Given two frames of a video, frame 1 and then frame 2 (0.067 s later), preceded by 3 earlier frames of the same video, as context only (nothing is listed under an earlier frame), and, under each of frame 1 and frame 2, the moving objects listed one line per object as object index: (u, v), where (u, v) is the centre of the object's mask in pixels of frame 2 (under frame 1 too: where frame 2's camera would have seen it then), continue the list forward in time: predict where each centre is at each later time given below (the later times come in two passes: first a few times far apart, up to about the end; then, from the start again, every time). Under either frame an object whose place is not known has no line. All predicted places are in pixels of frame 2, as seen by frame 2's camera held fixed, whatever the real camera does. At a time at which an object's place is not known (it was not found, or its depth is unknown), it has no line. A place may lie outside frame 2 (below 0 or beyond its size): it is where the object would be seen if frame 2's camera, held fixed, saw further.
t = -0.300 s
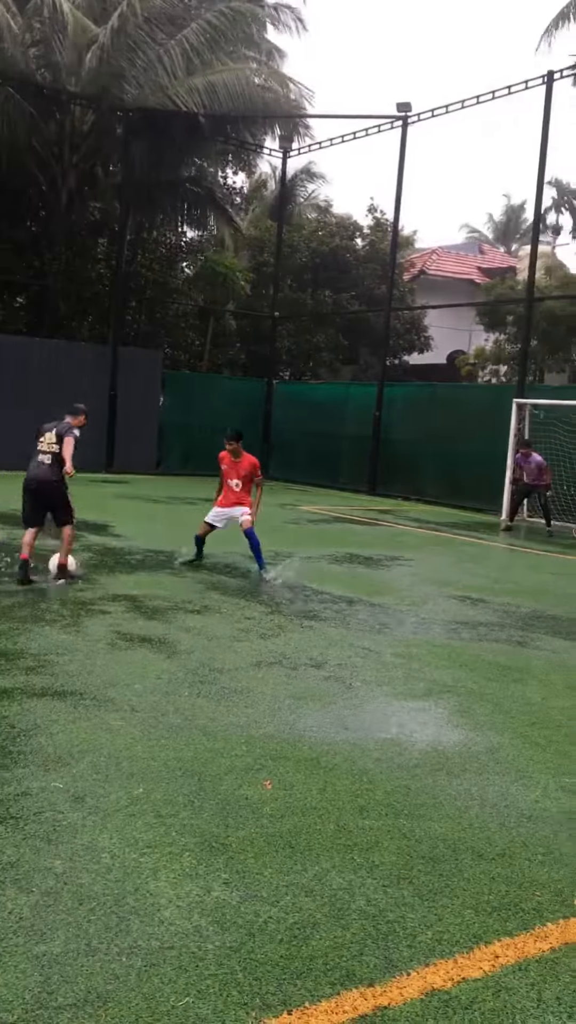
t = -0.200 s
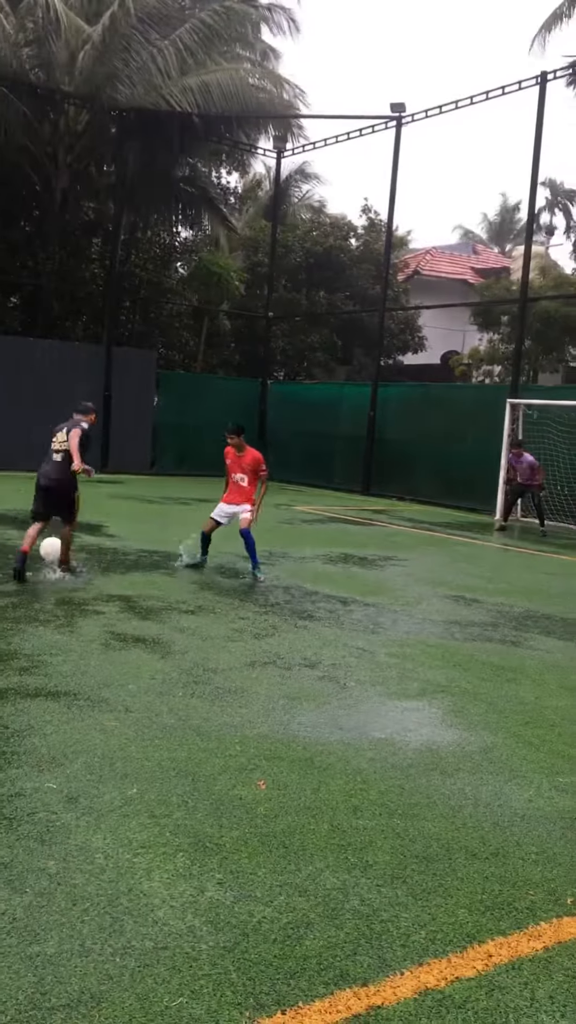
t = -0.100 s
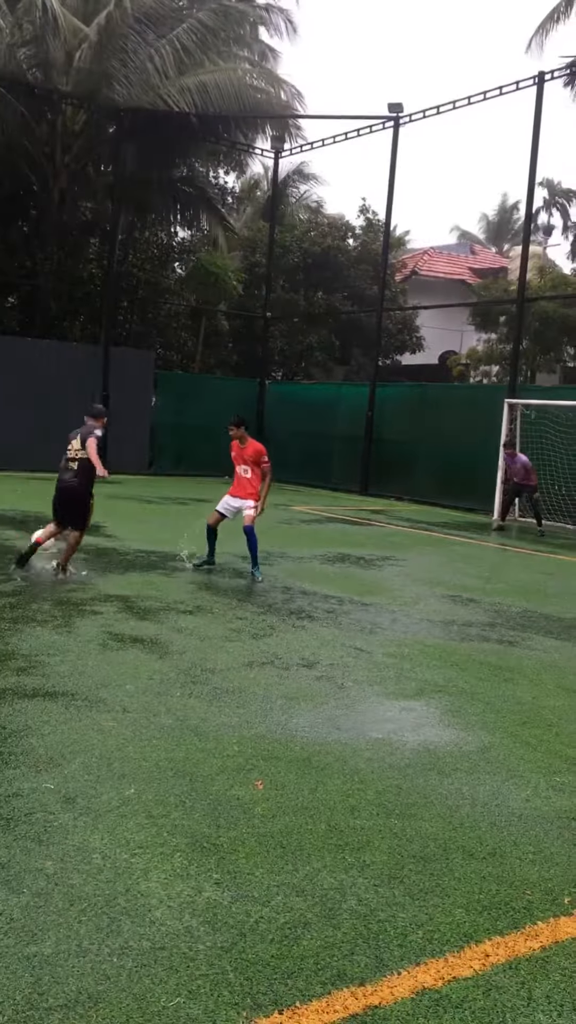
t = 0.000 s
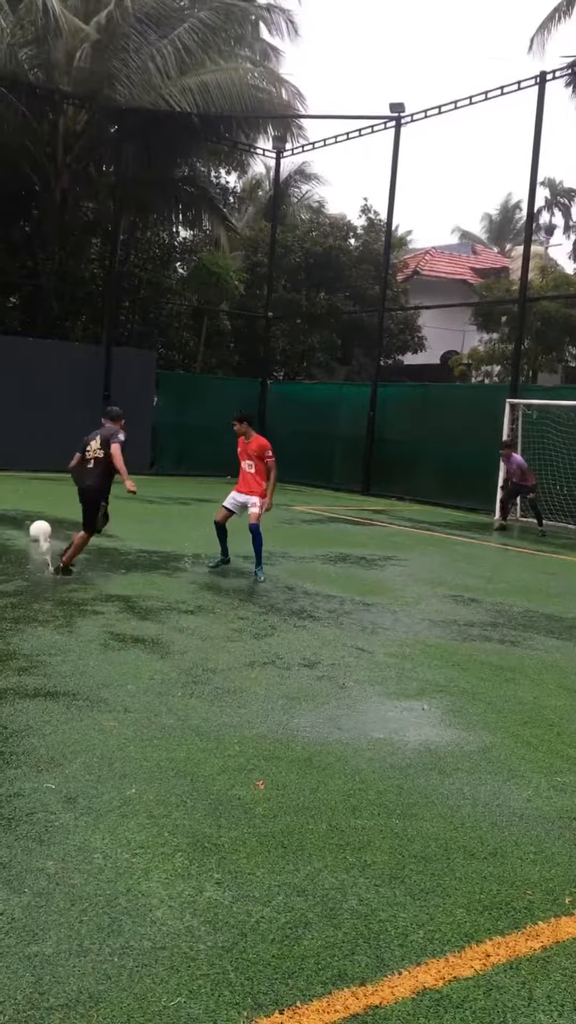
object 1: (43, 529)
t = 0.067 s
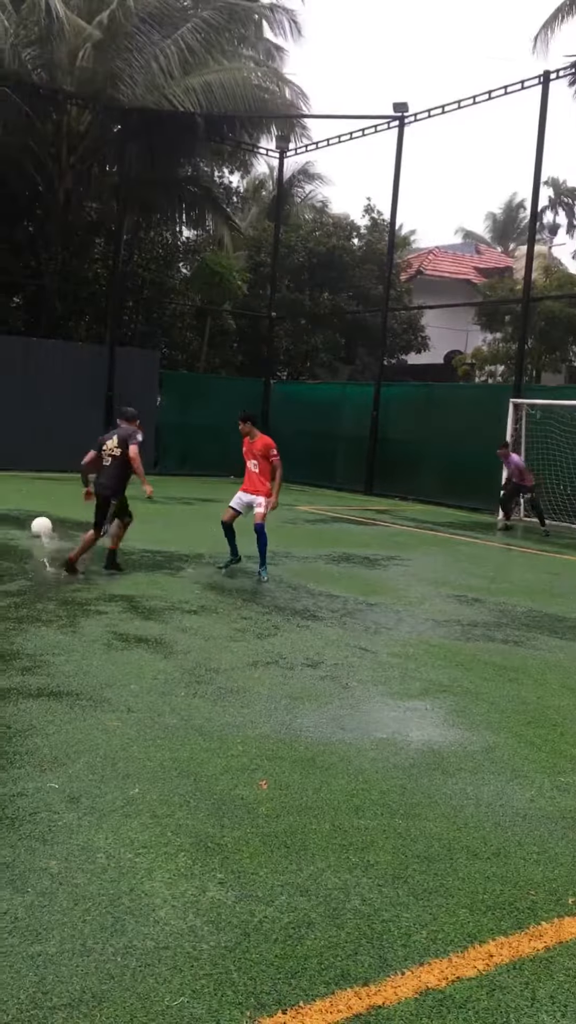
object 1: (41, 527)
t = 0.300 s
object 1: (41, 519)
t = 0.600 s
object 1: (41, 513)
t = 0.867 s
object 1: (41, 509)
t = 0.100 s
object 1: (41, 526)
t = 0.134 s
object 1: (41, 524)
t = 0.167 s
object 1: (41, 523)
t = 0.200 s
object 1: (41, 522)
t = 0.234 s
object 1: (41, 521)
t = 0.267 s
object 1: (40, 520)
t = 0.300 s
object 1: (41, 519)
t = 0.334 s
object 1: (41, 518)
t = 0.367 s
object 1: (41, 518)
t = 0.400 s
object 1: (42, 518)
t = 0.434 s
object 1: (41, 517)
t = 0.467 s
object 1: (41, 515)
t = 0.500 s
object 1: (41, 515)
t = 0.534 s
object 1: (41, 514)
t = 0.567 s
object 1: (41, 513)
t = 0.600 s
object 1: (41, 513)
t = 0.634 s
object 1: (41, 513)
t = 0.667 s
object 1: (41, 512)
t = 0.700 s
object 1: (41, 512)
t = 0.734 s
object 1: (40, 511)
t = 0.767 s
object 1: (41, 510)
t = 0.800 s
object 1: (41, 509)
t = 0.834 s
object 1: (41, 509)
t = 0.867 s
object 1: (41, 509)
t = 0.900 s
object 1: (41, 508)
